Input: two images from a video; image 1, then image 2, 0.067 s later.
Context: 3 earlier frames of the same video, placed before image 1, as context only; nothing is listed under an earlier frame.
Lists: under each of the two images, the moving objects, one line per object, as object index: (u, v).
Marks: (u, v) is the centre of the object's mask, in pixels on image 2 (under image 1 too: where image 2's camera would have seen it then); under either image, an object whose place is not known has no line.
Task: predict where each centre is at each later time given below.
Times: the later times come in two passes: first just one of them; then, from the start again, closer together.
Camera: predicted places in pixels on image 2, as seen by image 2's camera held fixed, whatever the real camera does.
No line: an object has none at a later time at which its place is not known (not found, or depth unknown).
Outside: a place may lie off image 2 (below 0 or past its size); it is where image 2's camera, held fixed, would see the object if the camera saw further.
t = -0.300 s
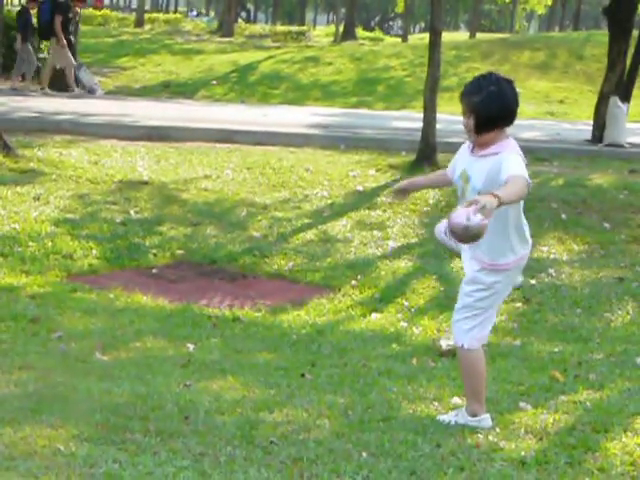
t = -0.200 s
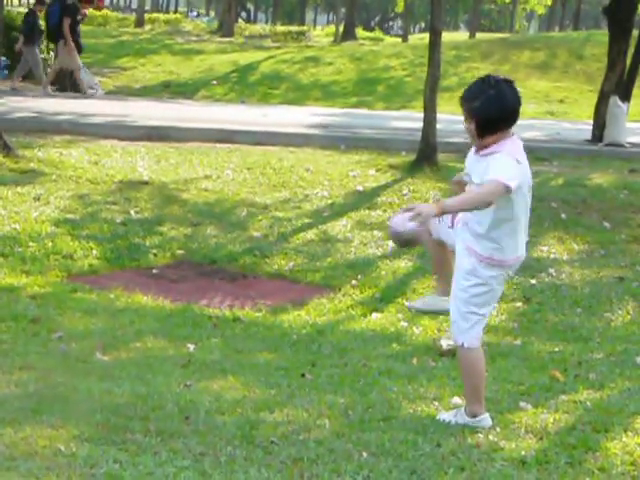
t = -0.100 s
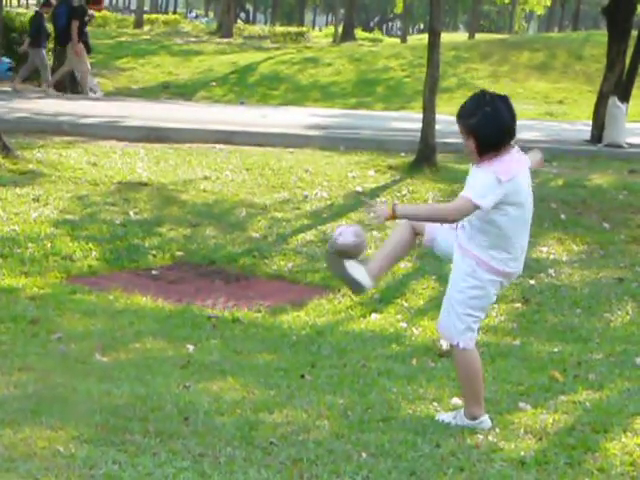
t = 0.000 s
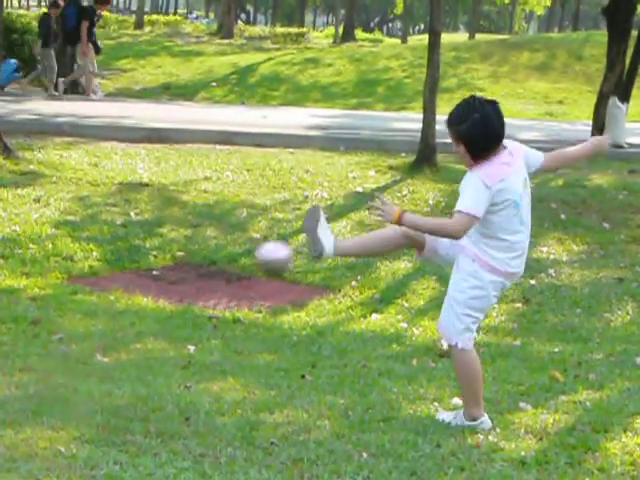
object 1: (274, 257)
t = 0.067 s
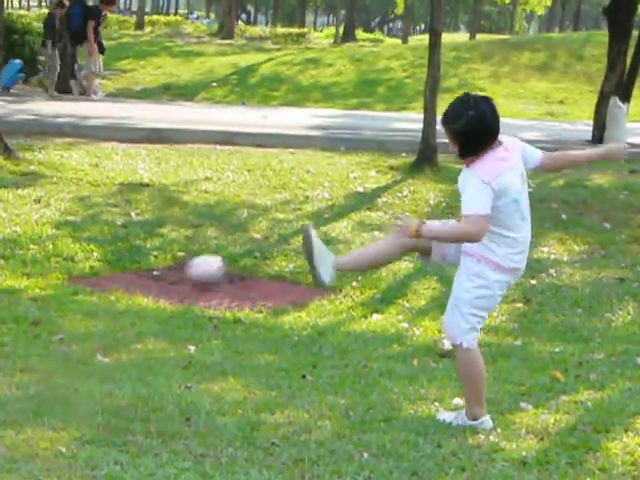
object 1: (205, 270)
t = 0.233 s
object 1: (17, 365)
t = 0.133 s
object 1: (133, 298)
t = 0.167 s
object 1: (95, 317)
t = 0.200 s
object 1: (56, 338)
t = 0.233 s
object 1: (17, 365)
